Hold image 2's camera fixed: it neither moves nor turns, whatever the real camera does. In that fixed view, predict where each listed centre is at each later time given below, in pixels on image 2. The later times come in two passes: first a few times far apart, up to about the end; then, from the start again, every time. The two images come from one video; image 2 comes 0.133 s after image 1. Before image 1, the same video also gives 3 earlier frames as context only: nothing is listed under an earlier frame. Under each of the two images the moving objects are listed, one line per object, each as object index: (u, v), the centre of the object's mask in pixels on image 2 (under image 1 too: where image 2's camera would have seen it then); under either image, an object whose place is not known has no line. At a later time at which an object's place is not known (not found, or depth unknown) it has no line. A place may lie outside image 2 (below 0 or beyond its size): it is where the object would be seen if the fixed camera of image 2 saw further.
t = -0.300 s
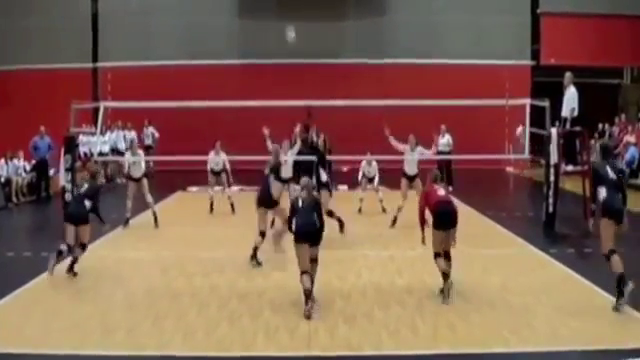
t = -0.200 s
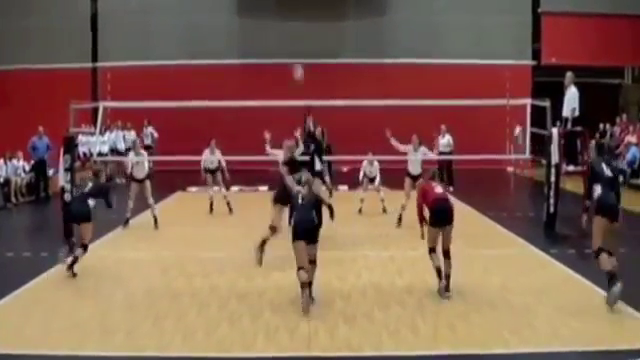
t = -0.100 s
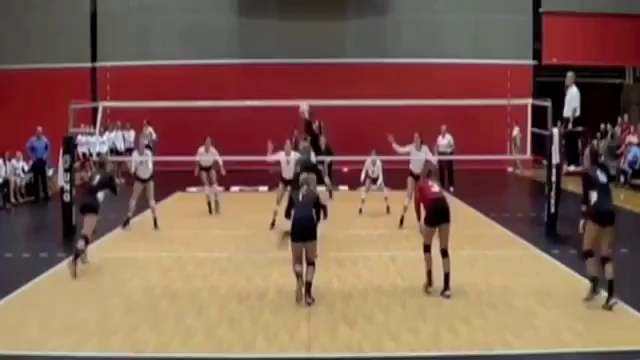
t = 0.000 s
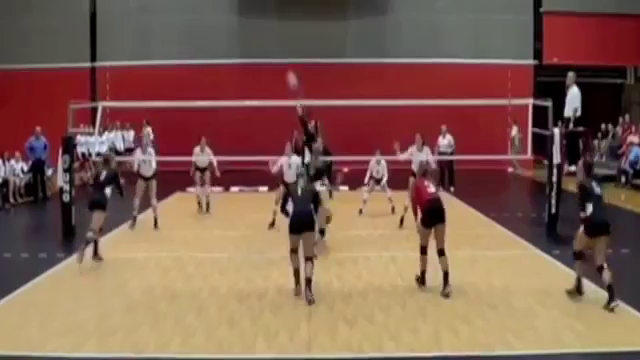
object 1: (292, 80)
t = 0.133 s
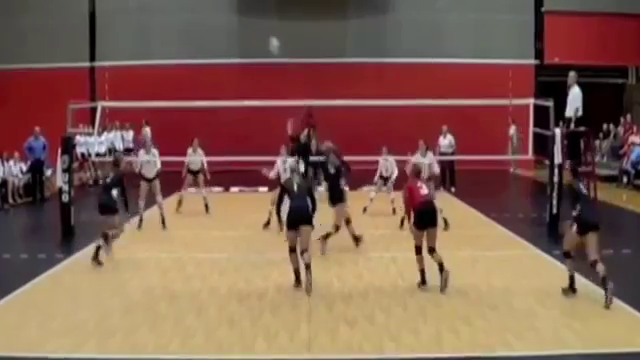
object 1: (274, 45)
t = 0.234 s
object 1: (261, 27)
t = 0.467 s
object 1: (231, 9)
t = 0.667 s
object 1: (206, 22)
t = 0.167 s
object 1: (270, 38)
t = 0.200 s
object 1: (266, 32)
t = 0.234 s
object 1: (261, 27)
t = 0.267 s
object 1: (257, 22)
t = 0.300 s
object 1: (252, 18)
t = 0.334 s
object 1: (248, 15)
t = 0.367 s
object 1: (244, 13)
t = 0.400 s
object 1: (240, 11)
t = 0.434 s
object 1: (236, 10)
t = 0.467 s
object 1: (231, 9)
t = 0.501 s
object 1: (227, 9)
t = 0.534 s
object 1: (223, 10)
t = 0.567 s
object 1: (218, 12)
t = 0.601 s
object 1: (214, 14)
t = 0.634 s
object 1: (210, 18)
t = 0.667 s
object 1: (206, 22)
